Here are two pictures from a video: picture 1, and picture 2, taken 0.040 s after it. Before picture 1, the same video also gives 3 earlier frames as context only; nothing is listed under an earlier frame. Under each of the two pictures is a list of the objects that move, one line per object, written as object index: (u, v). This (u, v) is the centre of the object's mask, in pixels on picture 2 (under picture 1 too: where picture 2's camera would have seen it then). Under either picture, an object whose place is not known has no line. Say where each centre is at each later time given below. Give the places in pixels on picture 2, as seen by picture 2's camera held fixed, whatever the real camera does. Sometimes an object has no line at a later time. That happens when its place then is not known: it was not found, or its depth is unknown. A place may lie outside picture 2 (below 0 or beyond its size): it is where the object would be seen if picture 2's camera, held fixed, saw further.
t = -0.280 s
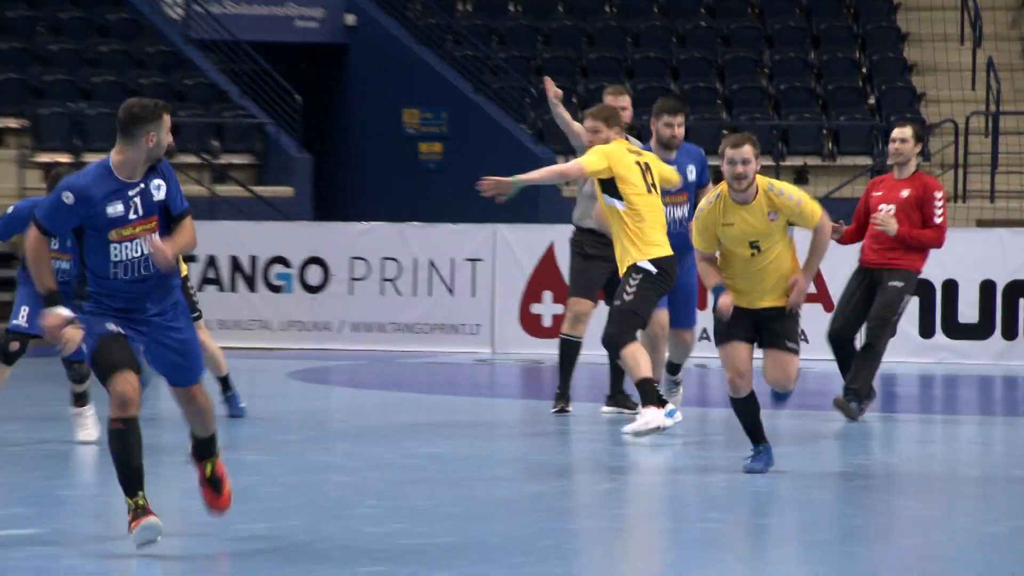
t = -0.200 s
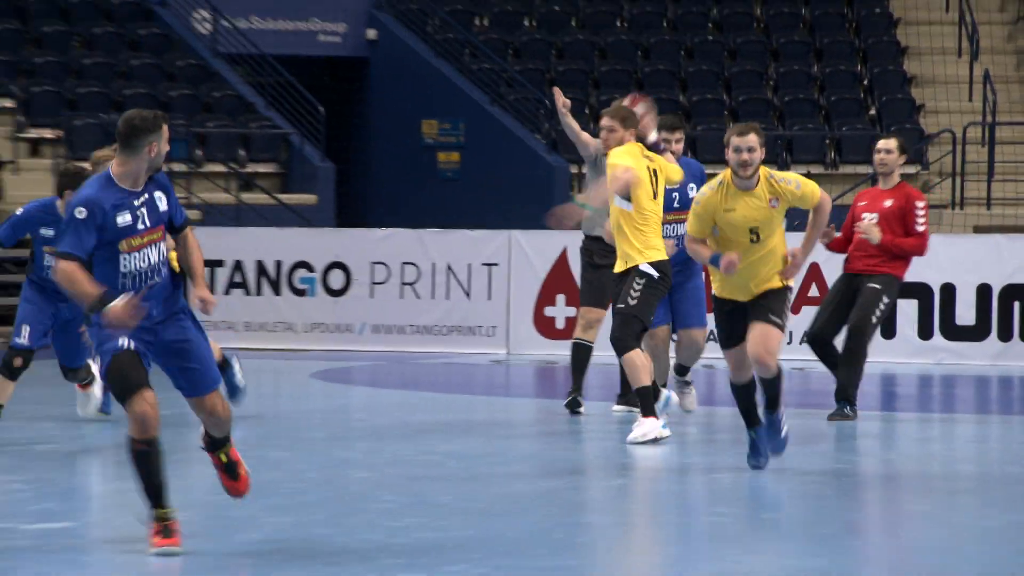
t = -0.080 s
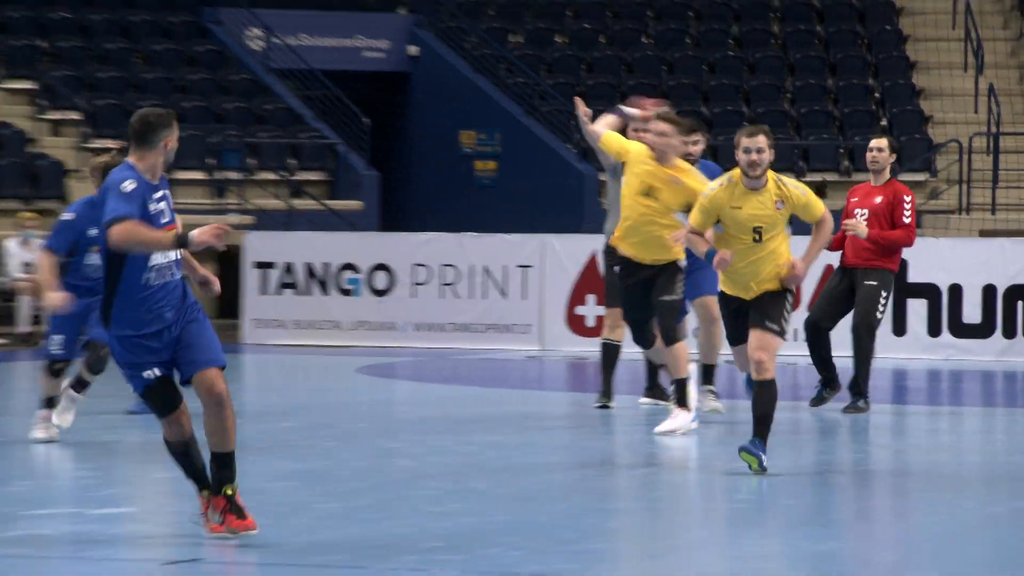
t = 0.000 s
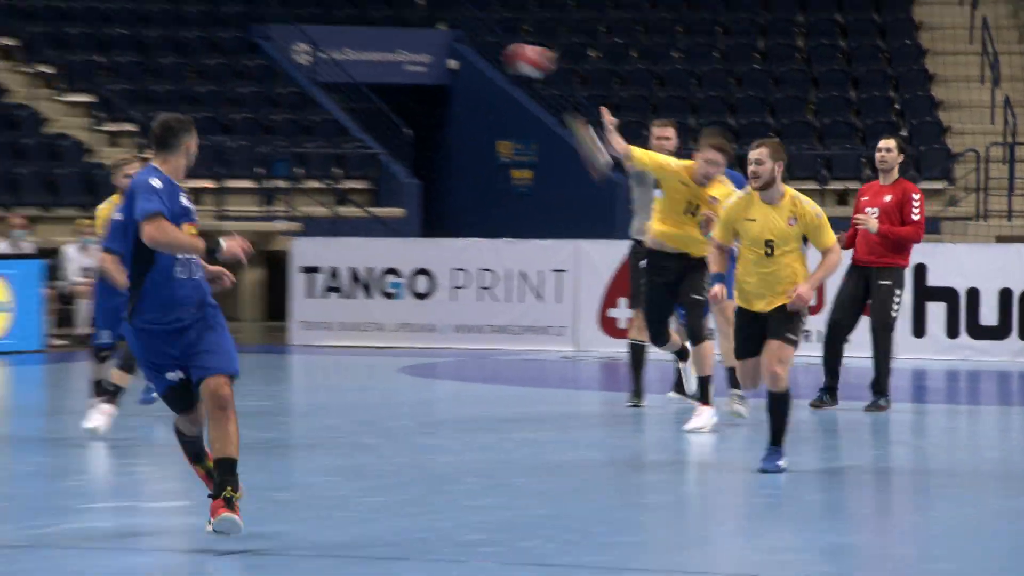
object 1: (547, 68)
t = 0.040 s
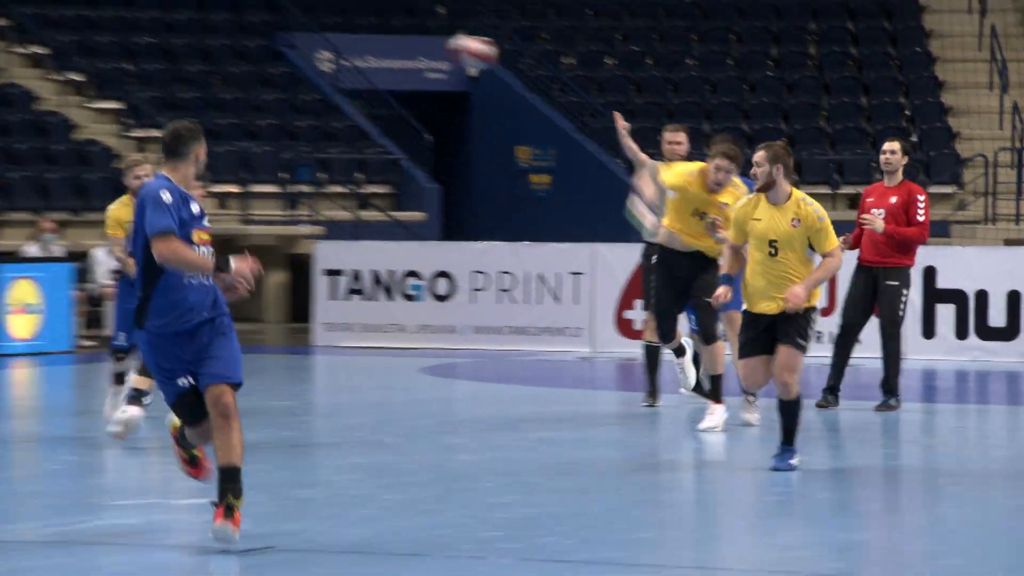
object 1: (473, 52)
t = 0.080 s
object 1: (392, 33)
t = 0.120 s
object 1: (303, 20)
